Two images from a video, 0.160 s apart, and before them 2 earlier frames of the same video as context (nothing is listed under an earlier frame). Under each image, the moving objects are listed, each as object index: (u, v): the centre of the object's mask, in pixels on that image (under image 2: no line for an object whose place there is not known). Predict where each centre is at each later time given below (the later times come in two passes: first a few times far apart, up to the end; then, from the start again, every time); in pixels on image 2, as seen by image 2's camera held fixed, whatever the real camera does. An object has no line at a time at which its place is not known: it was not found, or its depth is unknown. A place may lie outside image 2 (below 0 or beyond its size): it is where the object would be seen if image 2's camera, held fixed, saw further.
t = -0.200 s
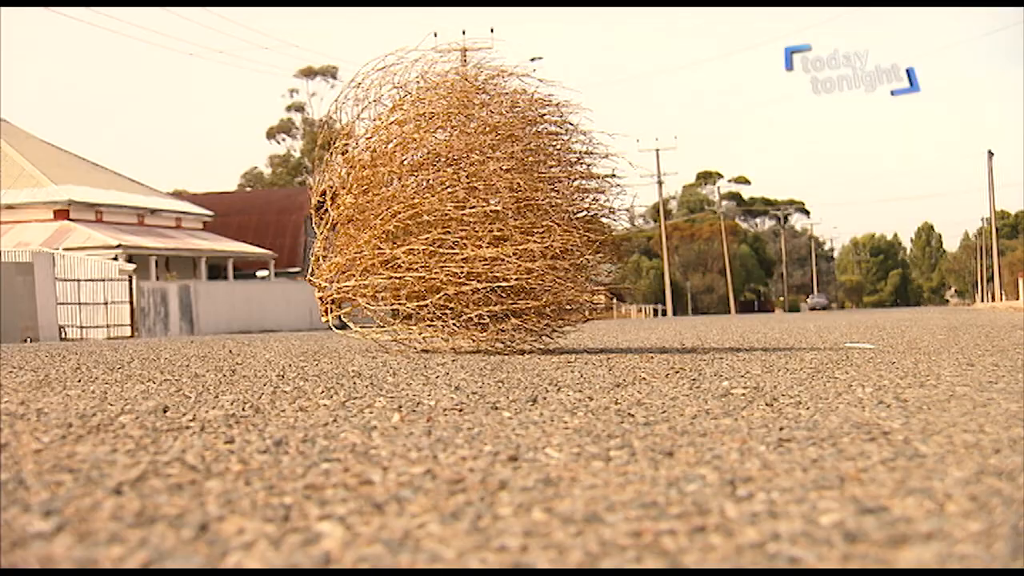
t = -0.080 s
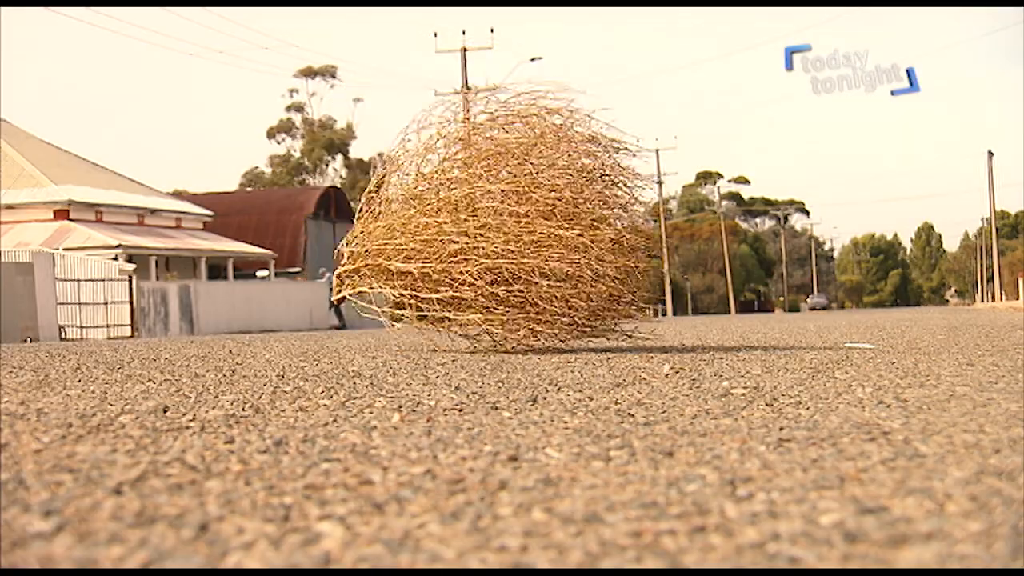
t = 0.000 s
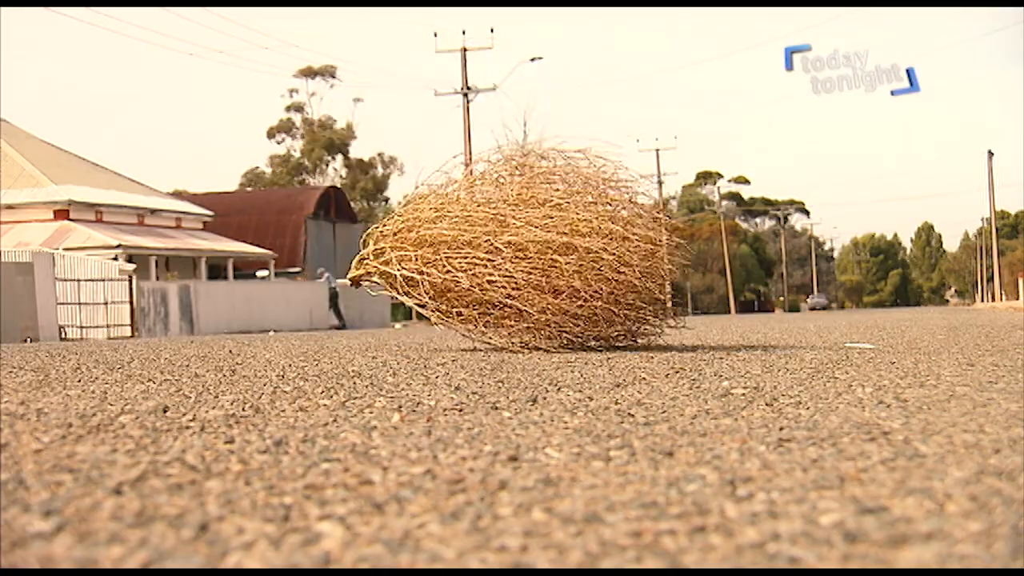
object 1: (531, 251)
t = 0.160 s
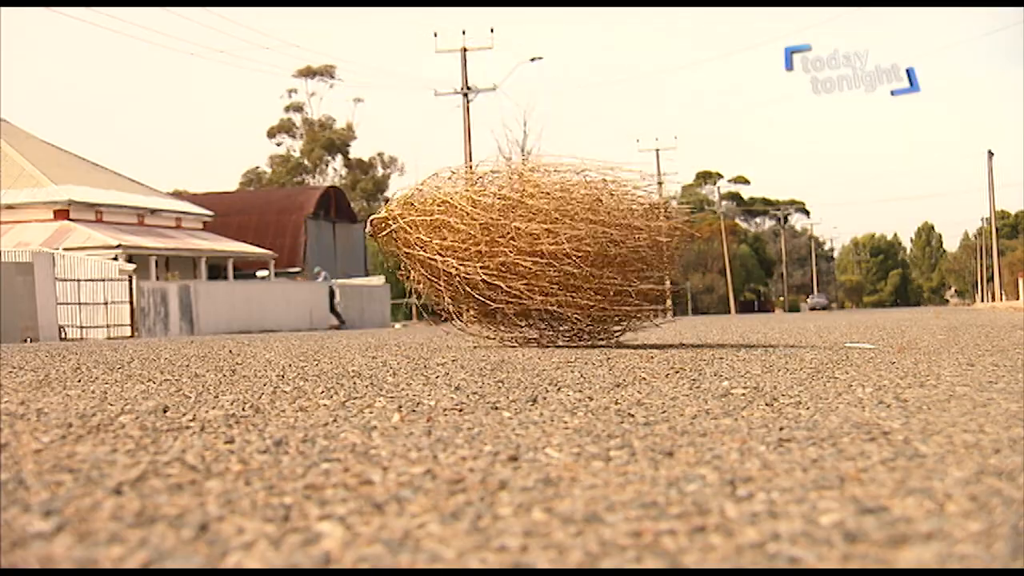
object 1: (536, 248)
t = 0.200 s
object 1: (535, 238)
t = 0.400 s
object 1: (553, 216)
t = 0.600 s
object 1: (576, 225)
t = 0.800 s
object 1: (606, 240)
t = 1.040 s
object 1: (615, 224)
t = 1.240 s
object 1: (628, 244)
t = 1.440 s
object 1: (669, 265)
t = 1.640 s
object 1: (729, 233)
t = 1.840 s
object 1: (771, 245)
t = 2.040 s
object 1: (801, 240)
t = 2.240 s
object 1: (847, 240)
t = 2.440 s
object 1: (885, 247)
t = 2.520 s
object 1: (908, 239)
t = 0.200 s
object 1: (535, 238)
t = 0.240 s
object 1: (537, 231)
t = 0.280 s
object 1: (541, 223)
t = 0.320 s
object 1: (546, 218)
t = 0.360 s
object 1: (548, 217)
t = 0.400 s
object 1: (553, 216)
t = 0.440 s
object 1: (556, 218)
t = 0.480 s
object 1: (561, 220)
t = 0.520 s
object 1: (567, 222)
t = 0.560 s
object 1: (572, 222)
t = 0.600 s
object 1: (576, 225)
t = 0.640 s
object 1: (585, 229)
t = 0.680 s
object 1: (588, 236)
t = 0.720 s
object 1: (594, 242)
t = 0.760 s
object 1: (601, 243)
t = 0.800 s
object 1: (606, 240)
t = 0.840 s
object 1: (609, 236)
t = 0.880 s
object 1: (614, 231)
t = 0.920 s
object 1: (618, 227)
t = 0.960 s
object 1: (617, 224)
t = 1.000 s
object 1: (617, 223)
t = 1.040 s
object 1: (615, 224)
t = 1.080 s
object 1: (613, 226)
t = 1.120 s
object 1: (617, 231)
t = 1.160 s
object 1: (620, 236)
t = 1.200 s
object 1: (622, 239)
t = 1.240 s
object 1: (628, 244)
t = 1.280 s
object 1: (634, 253)
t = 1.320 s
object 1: (641, 260)
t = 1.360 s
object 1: (654, 267)
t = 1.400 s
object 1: (659, 270)
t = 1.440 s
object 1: (669, 265)
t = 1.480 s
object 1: (678, 258)
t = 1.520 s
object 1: (692, 246)
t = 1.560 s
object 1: (708, 239)
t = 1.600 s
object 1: (718, 234)
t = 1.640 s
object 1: (729, 233)
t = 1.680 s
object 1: (738, 235)
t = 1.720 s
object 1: (747, 238)
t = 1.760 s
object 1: (756, 241)
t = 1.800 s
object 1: (765, 244)
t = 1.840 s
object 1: (771, 245)
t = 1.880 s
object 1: (777, 246)
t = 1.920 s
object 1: (783, 244)
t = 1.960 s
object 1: (787, 243)
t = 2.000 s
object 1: (793, 241)
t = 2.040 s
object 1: (801, 240)
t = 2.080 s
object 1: (811, 240)
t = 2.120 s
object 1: (821, 240)
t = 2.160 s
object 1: (831, 239)
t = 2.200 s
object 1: (839, 240)
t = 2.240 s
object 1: (847, 240)
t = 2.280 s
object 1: (855, 243)
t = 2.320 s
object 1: (862, 246)
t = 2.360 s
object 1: (869, 248)
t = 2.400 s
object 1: (877, 249)
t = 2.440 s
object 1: (885, 247)
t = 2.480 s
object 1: (897, 240)
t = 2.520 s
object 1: (908, 239)
